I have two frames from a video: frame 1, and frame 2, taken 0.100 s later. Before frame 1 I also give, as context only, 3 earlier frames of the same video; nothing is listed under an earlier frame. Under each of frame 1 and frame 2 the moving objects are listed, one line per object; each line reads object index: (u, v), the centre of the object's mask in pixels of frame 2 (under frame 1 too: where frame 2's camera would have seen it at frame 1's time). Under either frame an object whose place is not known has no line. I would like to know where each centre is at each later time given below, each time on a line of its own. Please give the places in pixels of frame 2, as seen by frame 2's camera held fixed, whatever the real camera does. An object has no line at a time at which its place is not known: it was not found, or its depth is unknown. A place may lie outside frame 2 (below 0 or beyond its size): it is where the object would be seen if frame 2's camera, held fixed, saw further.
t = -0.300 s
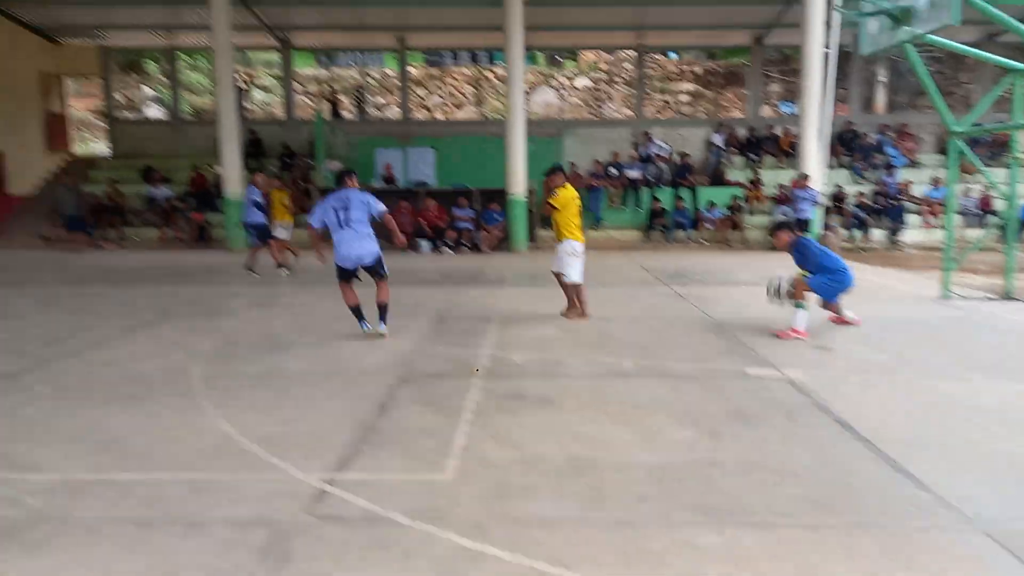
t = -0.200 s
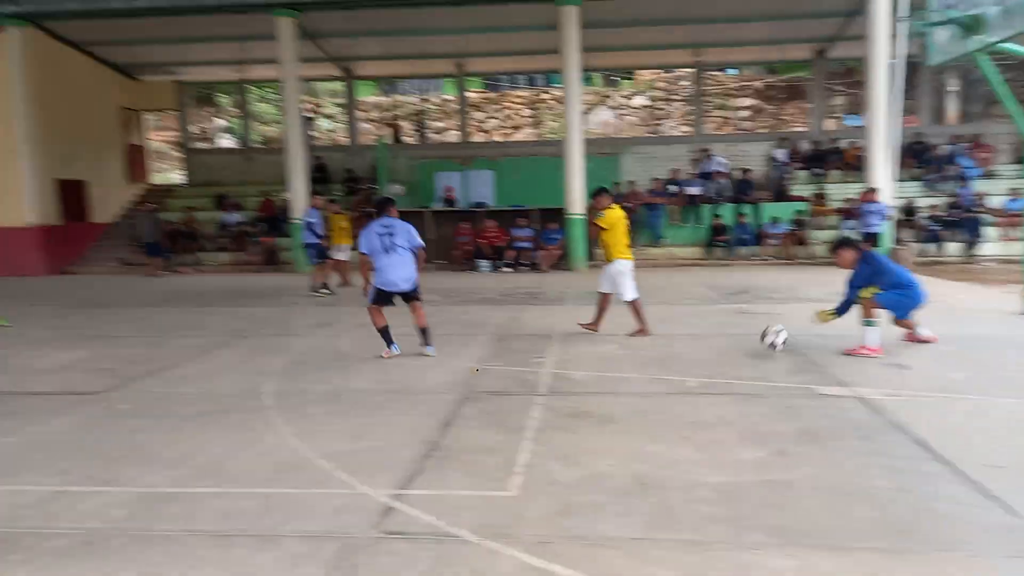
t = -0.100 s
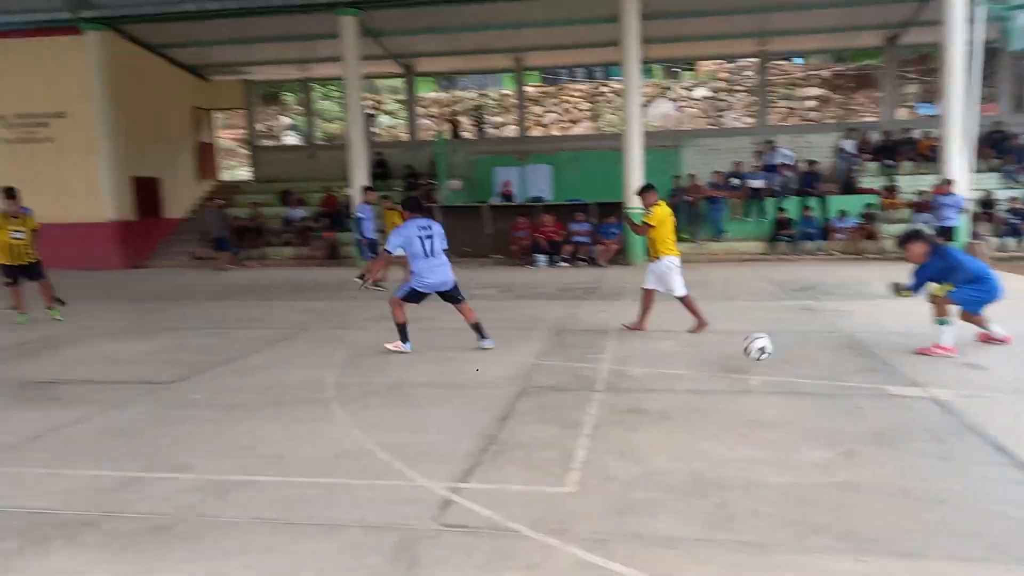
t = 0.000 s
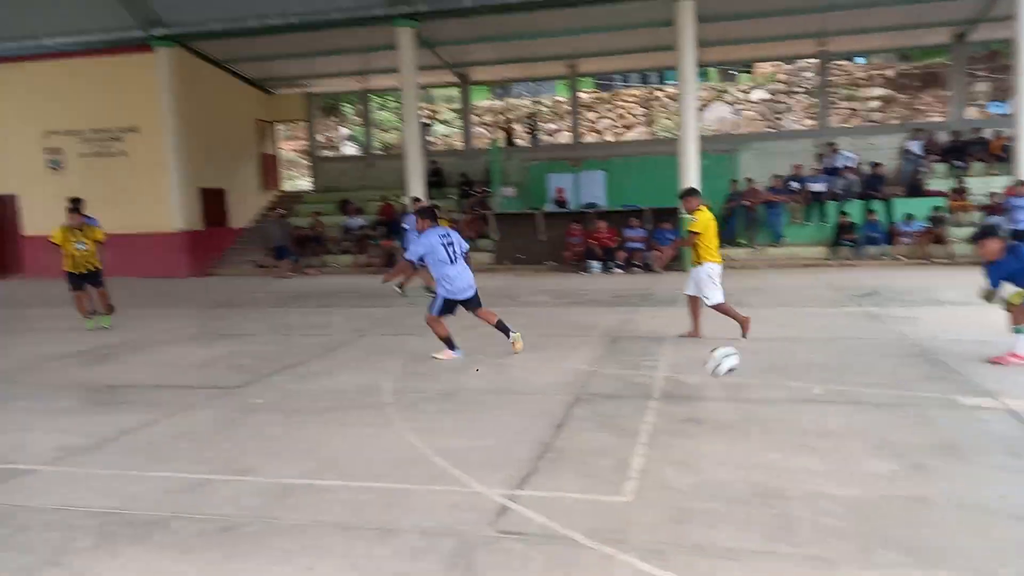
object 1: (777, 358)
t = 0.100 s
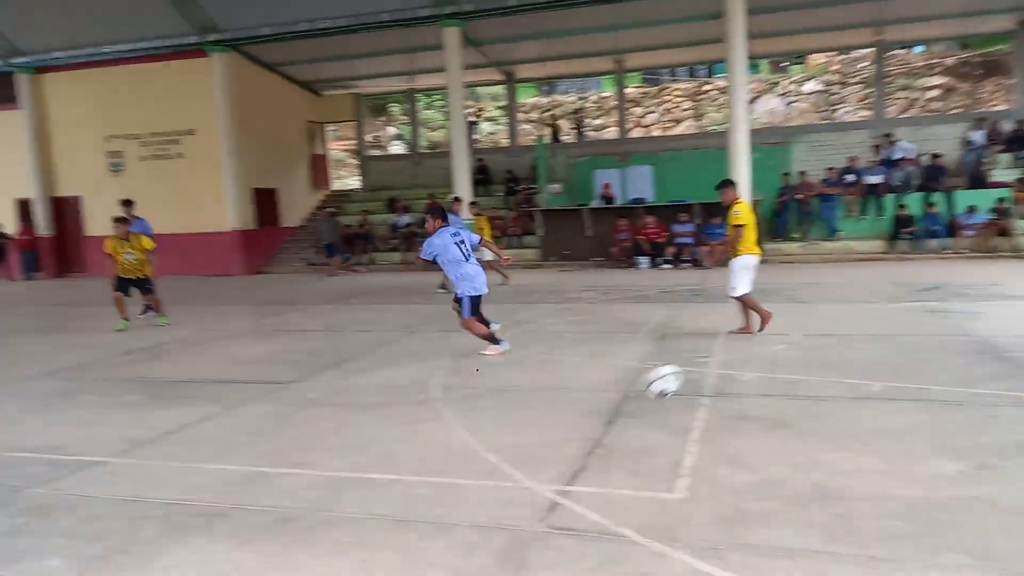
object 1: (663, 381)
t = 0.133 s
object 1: (621, 393)
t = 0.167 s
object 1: (578, 410)
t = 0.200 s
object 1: (540, 414)
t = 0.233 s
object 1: (501, 413)
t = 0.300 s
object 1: (424, 420)
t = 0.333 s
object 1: (380, 427)
